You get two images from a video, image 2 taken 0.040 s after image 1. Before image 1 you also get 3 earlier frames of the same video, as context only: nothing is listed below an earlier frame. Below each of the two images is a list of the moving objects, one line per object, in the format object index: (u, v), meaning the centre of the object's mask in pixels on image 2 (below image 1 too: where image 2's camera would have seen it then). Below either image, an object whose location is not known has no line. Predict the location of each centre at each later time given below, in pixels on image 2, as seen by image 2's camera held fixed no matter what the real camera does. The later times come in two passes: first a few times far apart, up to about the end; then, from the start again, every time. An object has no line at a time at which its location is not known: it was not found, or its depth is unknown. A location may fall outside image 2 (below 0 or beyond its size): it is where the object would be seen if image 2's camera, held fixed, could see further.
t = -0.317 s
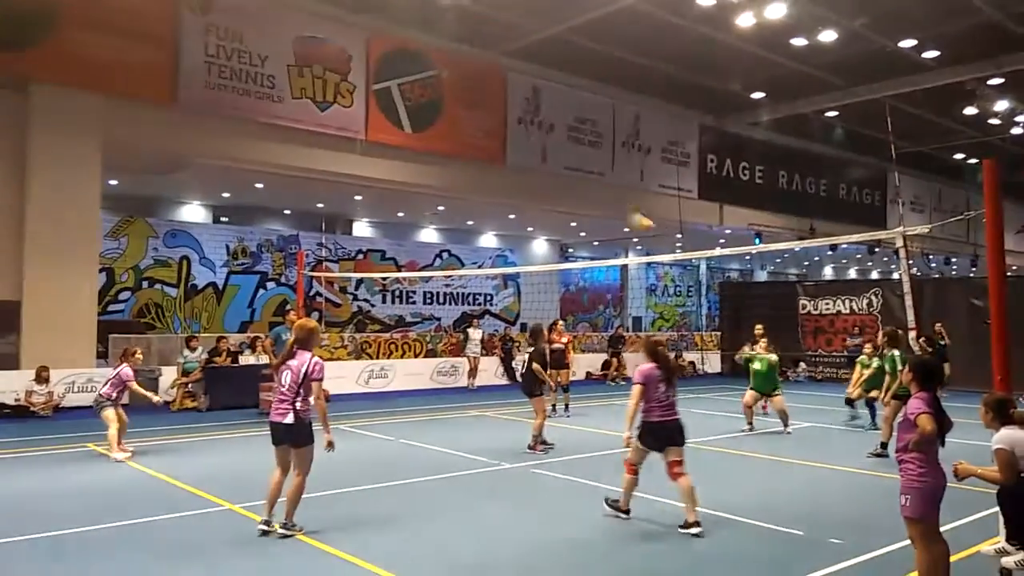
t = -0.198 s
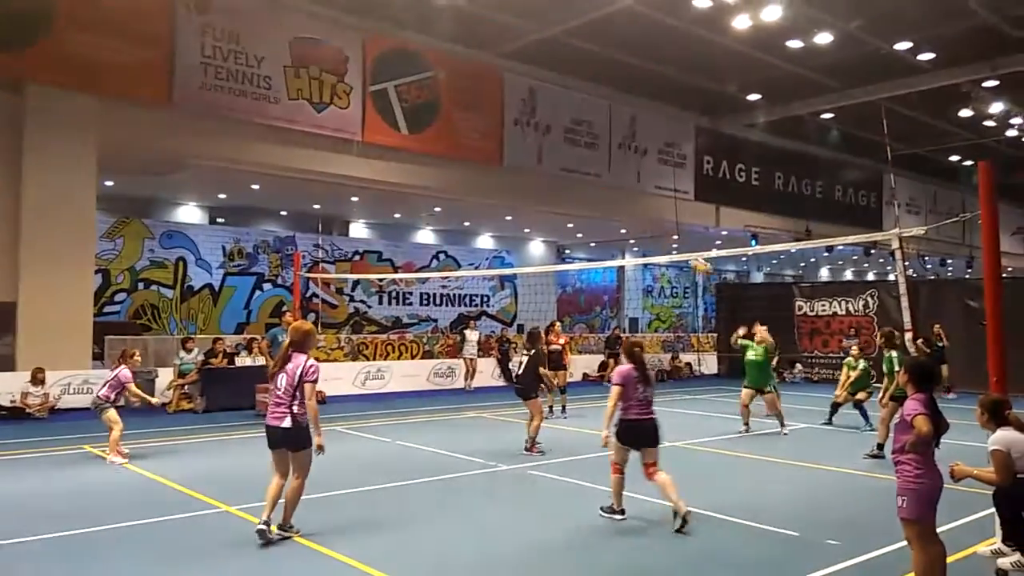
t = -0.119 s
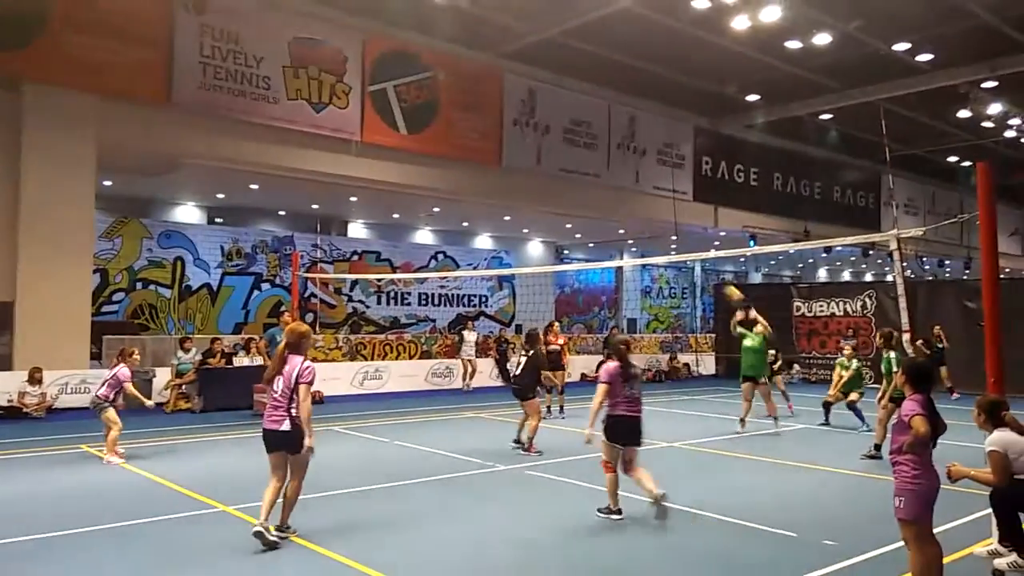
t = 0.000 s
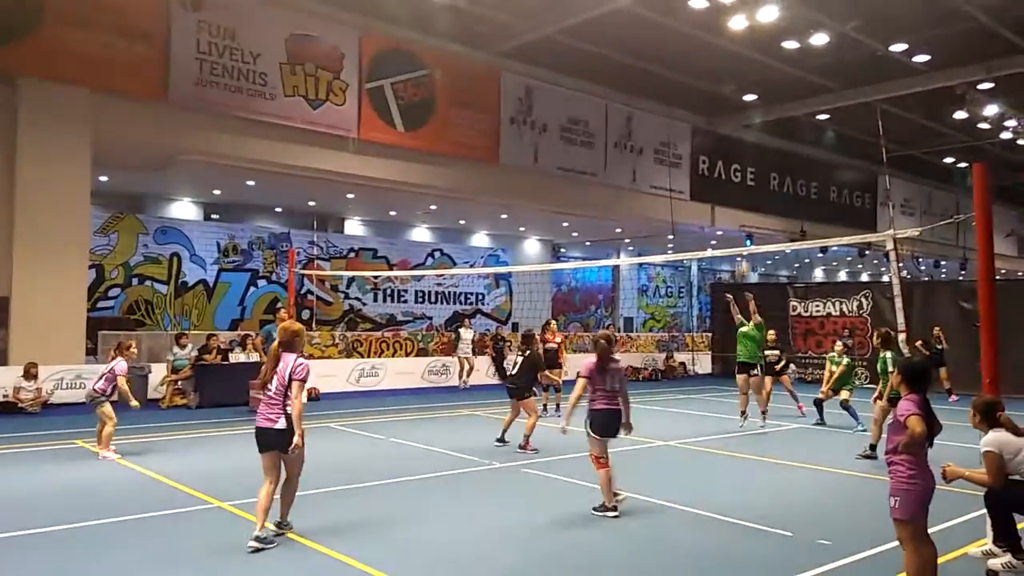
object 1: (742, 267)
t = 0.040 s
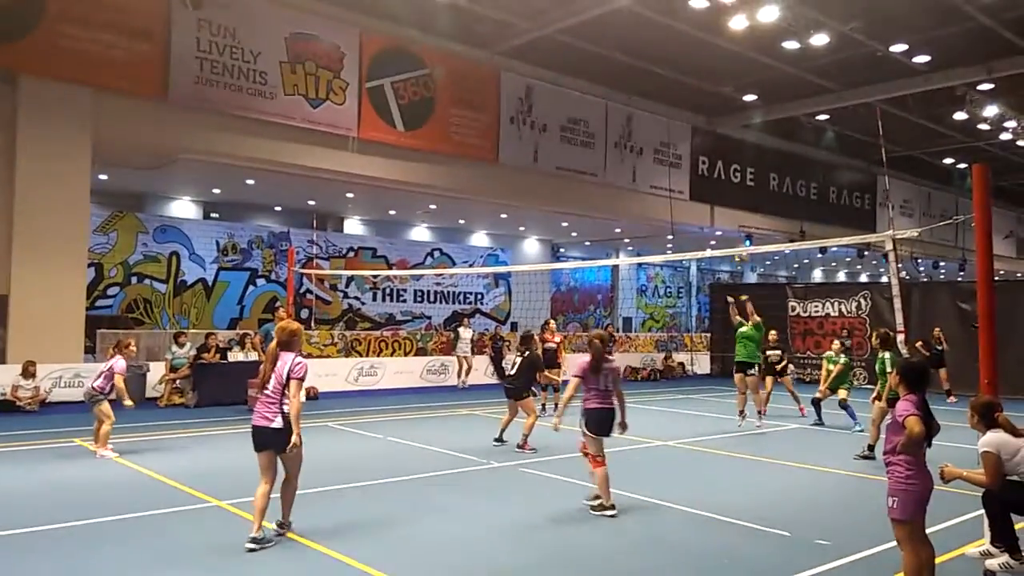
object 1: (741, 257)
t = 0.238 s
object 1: (739, 190)
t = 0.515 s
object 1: (738, 140)
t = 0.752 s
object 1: (736, 140)
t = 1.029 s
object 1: (731, 199)
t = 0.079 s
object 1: (740, 238)
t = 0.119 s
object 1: (740, 224)
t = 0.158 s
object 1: (740, 211)
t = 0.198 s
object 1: (739, 199)
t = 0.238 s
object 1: (739, 190)
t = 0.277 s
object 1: (739, 180)
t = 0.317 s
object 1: (738, 171)
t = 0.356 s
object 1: (740, 163)
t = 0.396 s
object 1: (739, 155)
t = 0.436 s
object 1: (739, 150)
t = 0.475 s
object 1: (738, 144)
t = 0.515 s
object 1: (738, 140)
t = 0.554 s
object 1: (737, 137)
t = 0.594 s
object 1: (737, 136)
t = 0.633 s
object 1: (737, 135)
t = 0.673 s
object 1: (737, 136)
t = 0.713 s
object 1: (736, 137)
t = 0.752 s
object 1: (736, 140)
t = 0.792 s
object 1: (736, 145)
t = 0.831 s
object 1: (735, 150)
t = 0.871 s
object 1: (734, 156)
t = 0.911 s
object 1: (734, 165)
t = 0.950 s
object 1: (733, 174)
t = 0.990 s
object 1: (732, 187)
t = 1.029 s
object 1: (731, 199)
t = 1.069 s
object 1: (730, 213)
